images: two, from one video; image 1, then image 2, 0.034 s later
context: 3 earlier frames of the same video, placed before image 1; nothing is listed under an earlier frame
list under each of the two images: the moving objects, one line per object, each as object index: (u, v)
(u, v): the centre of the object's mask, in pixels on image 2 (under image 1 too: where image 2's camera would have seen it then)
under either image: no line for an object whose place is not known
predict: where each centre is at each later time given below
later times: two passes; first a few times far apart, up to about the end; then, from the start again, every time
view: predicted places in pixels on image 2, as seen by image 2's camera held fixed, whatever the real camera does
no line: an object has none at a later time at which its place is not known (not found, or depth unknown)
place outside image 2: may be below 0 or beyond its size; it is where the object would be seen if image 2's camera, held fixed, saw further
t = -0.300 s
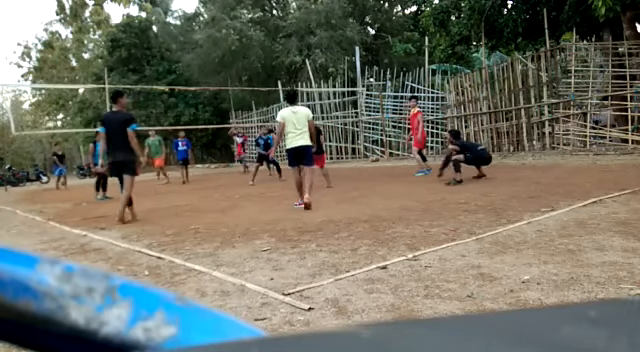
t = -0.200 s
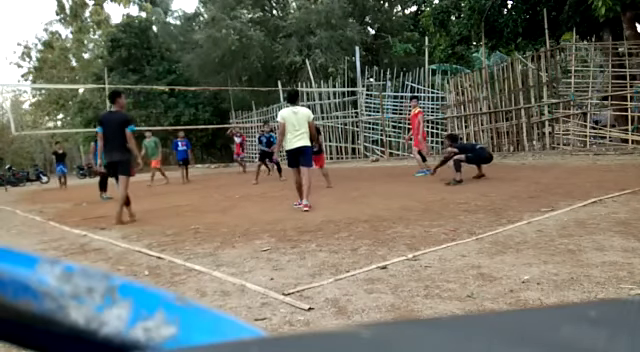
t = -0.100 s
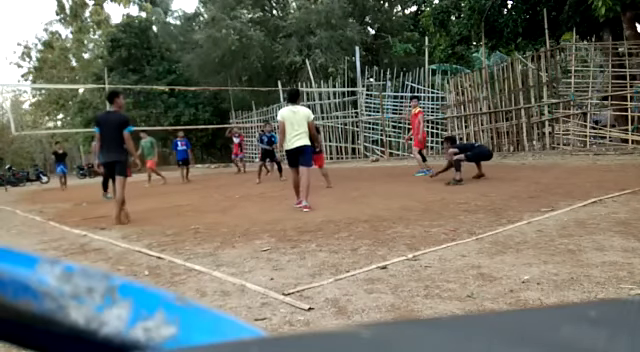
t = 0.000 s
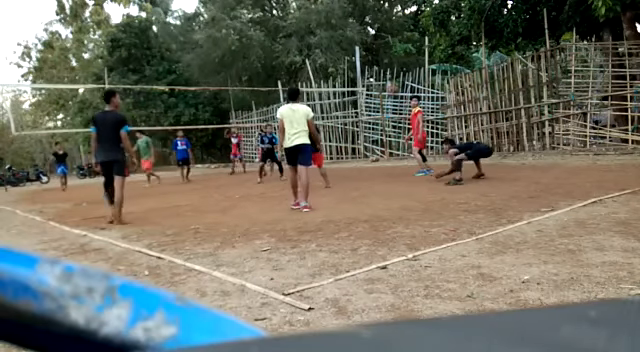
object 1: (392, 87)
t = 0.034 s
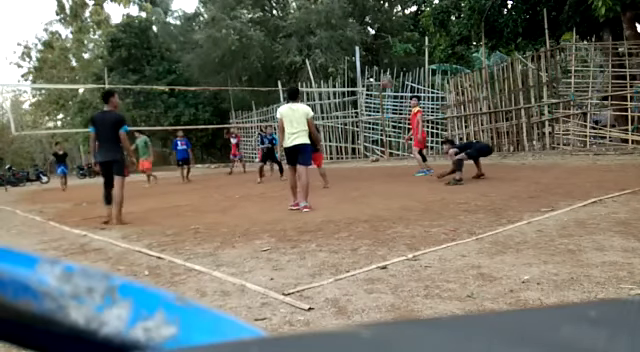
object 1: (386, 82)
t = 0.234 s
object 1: (358, 48)
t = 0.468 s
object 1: (328, 37)
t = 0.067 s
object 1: (380, 74)
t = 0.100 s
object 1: (376, 67)
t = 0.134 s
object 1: (371, 61)
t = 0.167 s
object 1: (367, 57)
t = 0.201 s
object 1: (363, 53)
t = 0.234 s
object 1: (358, 48)
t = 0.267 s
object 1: (353, 44)
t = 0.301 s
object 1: (348, 42)
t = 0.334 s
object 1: (345, 40)
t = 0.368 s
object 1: (340, 38)
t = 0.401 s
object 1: (336, 37)
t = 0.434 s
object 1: (332, 37)
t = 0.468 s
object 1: (328, 37)
